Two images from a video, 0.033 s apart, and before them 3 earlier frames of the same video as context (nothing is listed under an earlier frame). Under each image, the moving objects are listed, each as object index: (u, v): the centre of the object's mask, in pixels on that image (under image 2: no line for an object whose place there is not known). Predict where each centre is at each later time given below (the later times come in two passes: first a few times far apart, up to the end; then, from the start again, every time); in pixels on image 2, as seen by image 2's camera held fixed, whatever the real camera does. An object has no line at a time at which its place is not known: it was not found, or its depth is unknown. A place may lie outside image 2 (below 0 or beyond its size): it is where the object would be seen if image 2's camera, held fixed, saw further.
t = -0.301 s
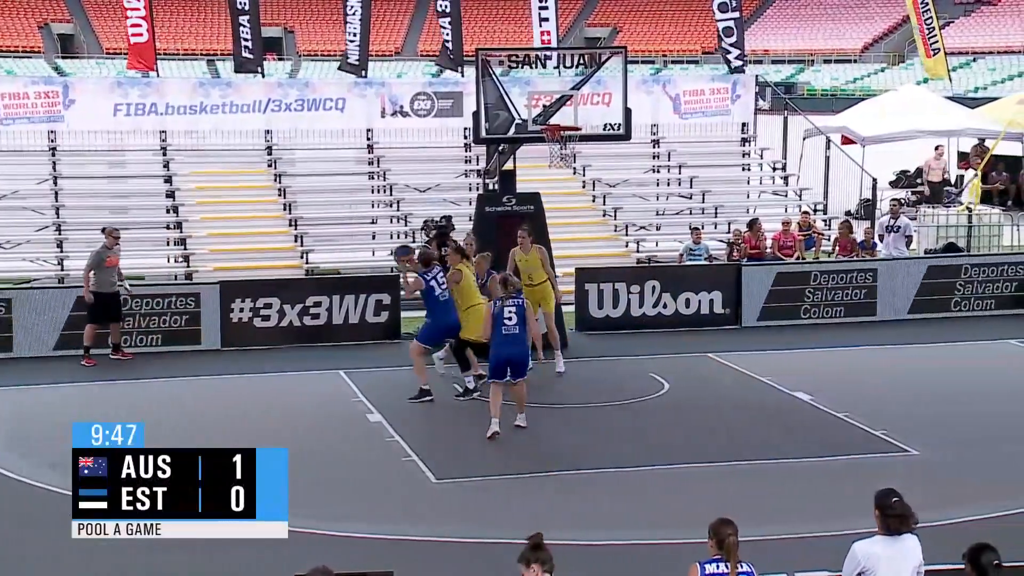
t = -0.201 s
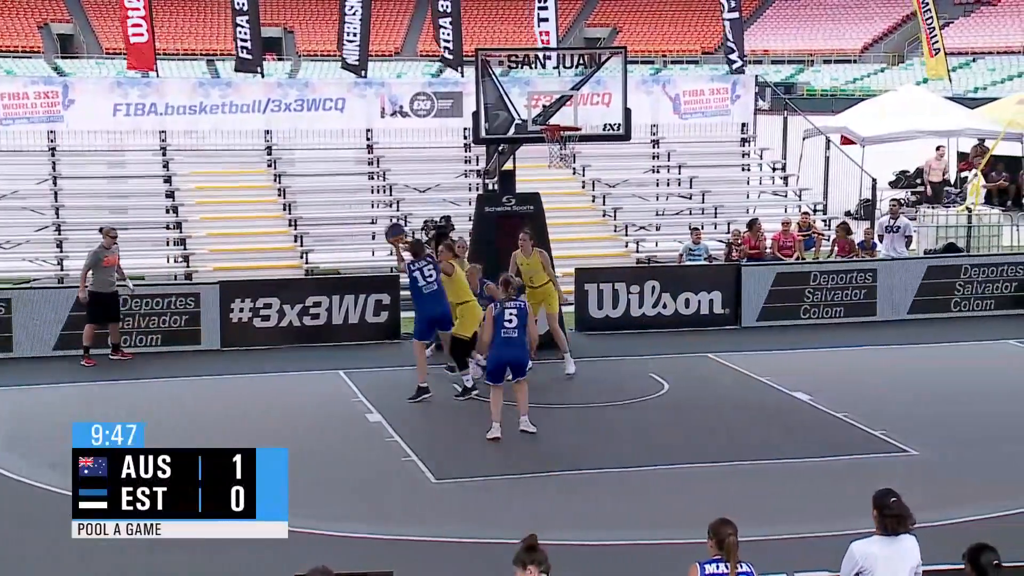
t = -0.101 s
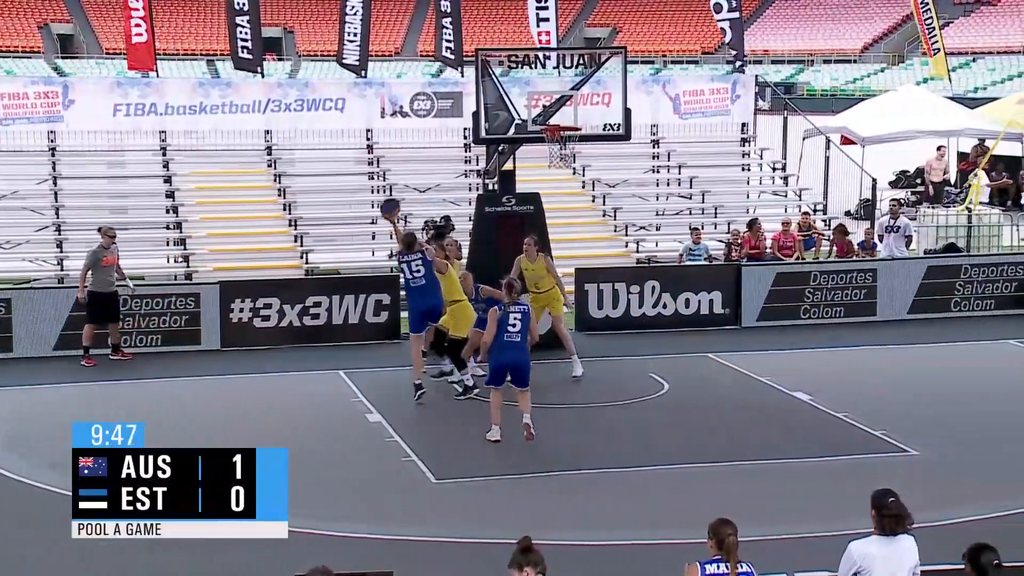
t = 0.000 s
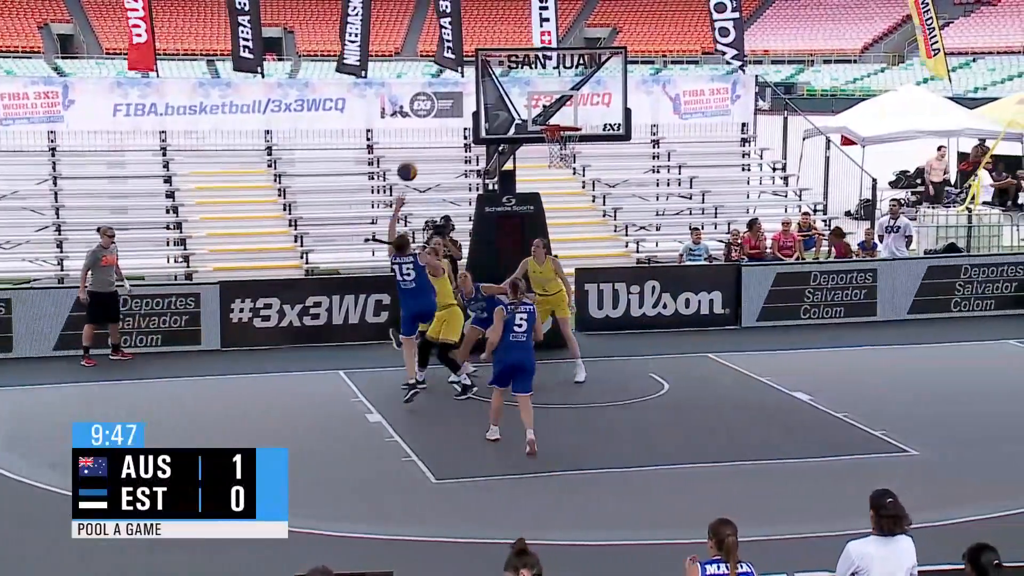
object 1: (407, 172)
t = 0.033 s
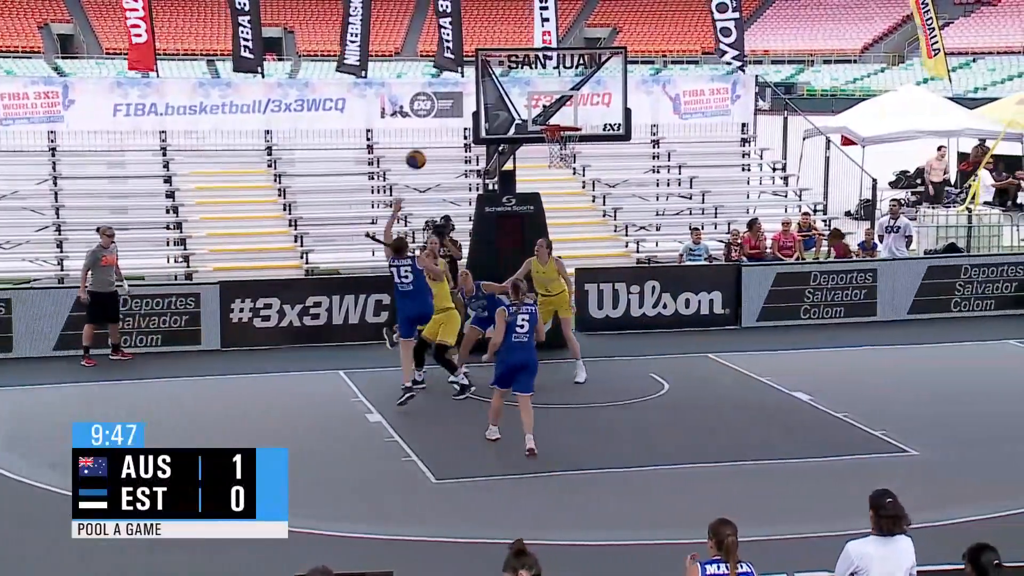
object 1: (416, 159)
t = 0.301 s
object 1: (485, 99)
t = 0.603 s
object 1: (556, 103)
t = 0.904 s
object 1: (578, 108)
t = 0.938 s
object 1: (579, 110)
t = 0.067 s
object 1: (425, 148)
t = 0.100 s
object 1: (433, 138)
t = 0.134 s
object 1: (442, 129)
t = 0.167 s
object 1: (451, 121)
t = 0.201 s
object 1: (460, 115)
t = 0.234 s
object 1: (468, 108)
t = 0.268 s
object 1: (476, 103)
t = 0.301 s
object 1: (485, 99)
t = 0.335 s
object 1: (494, 96)
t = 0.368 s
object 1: (502, 93)
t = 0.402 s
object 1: (510, 93)
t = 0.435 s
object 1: (519, 92)
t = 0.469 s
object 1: (527, 92)
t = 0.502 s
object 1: (535, 94)
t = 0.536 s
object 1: (543, 97)
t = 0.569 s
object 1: (550, 99)
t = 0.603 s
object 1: (556, 103)
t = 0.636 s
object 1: (561, 108)
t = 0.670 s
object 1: (566, 113)
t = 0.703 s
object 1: (571, 118)
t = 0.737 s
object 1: (572, 114)
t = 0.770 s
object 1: (573, 111)
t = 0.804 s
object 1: (574, 109)
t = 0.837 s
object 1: (576, 108)
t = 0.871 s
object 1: (577, 108)
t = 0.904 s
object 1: (578, 108)
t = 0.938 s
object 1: (579, 110)
